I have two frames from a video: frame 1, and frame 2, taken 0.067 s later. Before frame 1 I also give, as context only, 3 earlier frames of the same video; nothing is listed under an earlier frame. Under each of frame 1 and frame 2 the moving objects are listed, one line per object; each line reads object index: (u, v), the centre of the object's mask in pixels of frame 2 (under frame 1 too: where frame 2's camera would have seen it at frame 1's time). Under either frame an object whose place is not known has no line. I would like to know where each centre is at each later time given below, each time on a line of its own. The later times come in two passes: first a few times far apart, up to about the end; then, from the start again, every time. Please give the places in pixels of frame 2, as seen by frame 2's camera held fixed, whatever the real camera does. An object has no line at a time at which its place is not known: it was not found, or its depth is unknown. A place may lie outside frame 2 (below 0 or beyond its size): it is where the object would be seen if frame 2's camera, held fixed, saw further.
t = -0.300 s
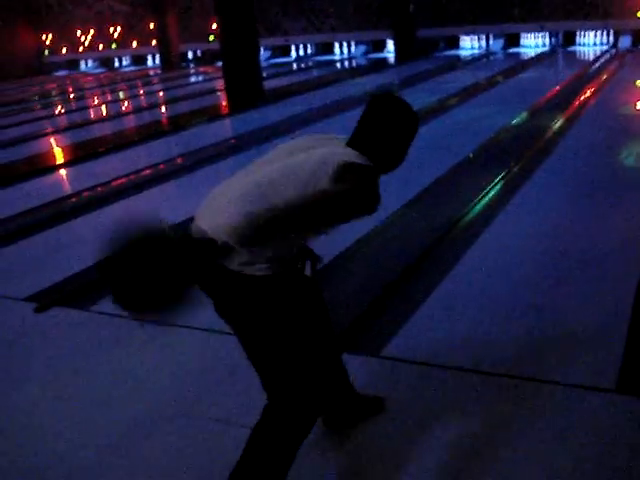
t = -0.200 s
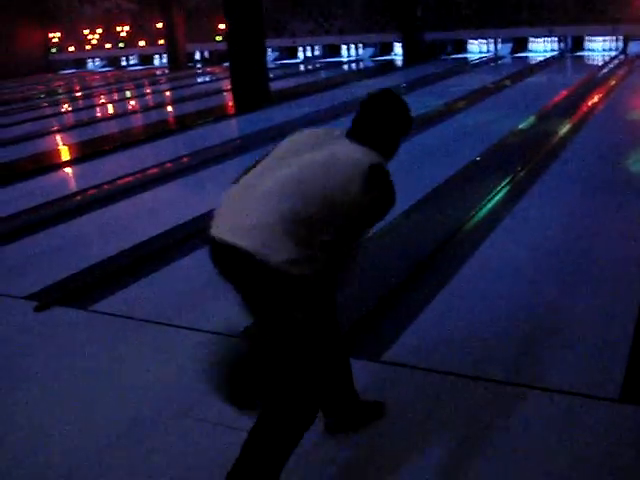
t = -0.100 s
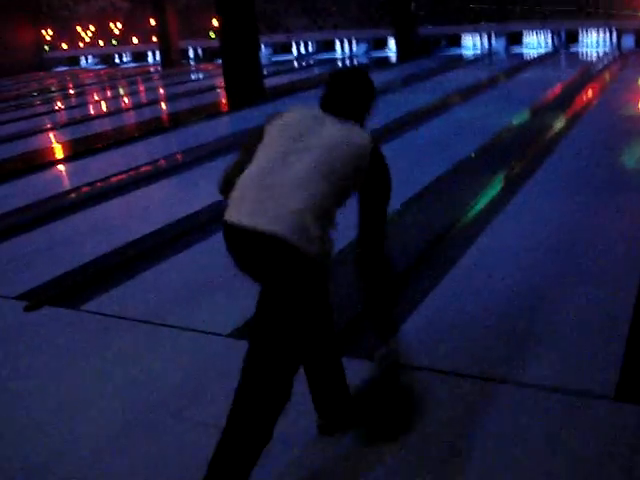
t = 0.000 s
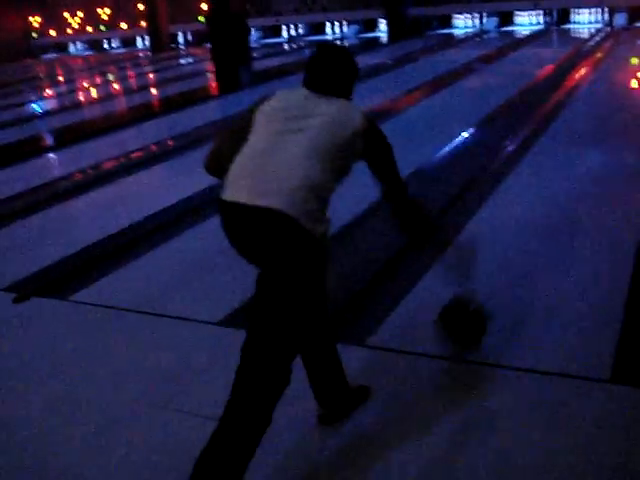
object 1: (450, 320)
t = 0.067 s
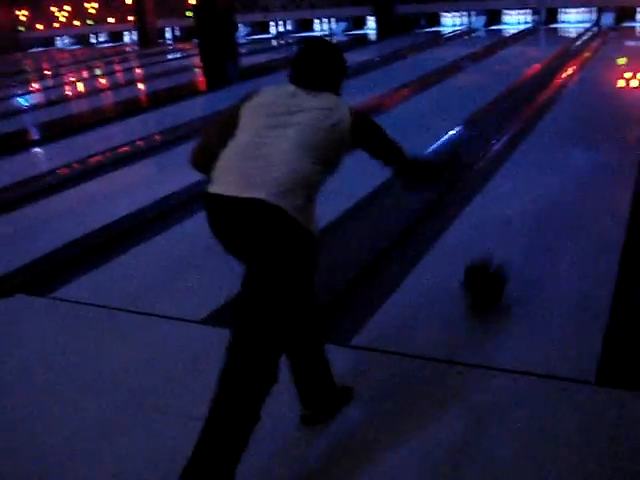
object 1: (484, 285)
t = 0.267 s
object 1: (544, 188)
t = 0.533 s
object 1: (585, 125)
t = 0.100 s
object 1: (498, 263)
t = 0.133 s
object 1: (509, 245)
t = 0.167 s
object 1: (520, 229)
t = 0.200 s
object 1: (529, 212)
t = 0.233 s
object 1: (537, 200)
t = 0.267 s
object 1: (544, 188)
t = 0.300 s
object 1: (551, 178)
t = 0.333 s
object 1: (557, 168)
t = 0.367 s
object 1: (564, 157)
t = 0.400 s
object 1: (569, 150)
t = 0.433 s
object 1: (574, 143)
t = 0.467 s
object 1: (577, 137)
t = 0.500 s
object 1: (580, 131)
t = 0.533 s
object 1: (585, 125)
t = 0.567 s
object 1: (588, 119)
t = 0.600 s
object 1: (591, 115)
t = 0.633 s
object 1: (594, 110)
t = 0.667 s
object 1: (596, 104)
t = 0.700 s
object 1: (598, 101)
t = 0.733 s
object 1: (601, 97)
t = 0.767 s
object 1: (603, 93)
